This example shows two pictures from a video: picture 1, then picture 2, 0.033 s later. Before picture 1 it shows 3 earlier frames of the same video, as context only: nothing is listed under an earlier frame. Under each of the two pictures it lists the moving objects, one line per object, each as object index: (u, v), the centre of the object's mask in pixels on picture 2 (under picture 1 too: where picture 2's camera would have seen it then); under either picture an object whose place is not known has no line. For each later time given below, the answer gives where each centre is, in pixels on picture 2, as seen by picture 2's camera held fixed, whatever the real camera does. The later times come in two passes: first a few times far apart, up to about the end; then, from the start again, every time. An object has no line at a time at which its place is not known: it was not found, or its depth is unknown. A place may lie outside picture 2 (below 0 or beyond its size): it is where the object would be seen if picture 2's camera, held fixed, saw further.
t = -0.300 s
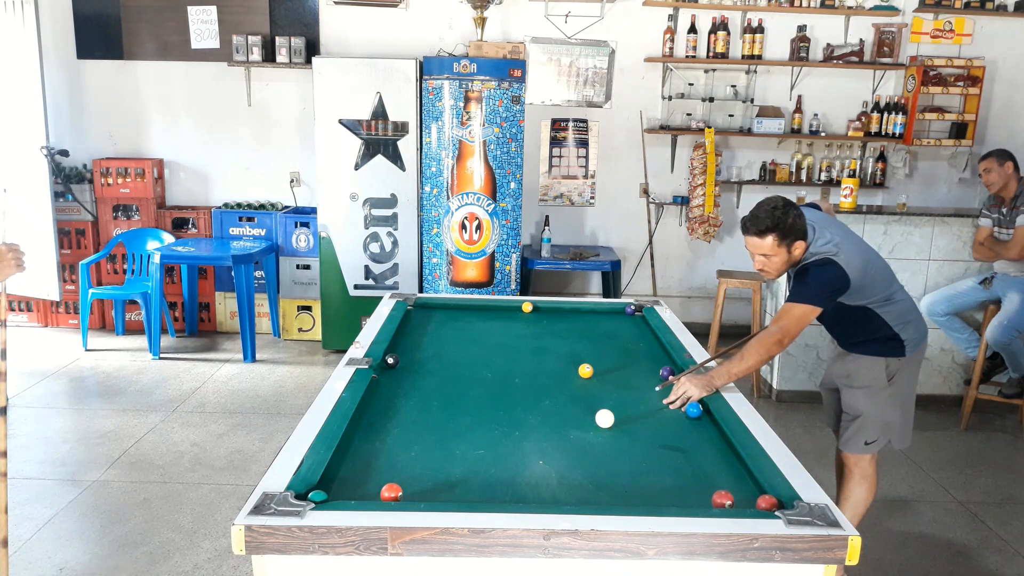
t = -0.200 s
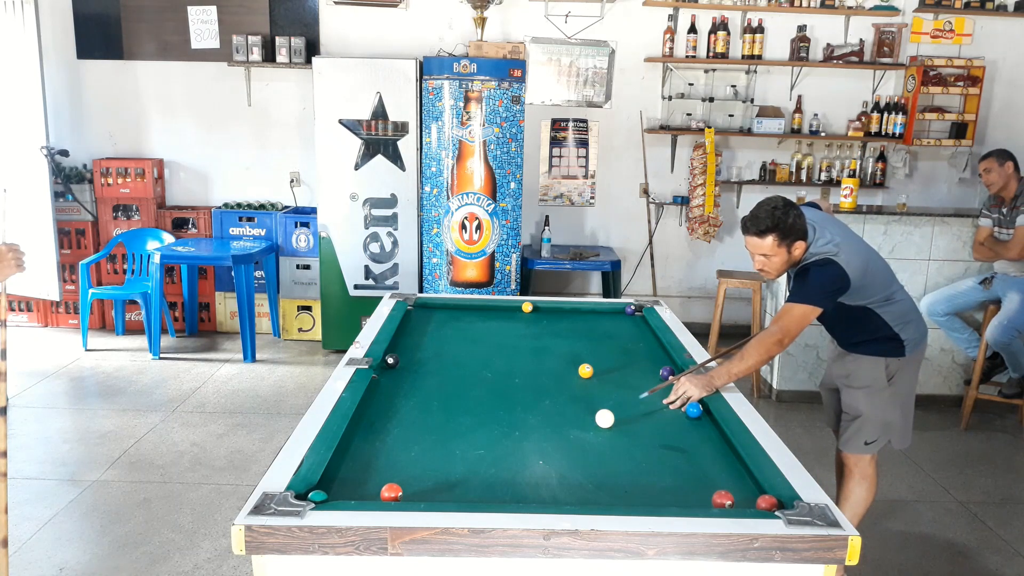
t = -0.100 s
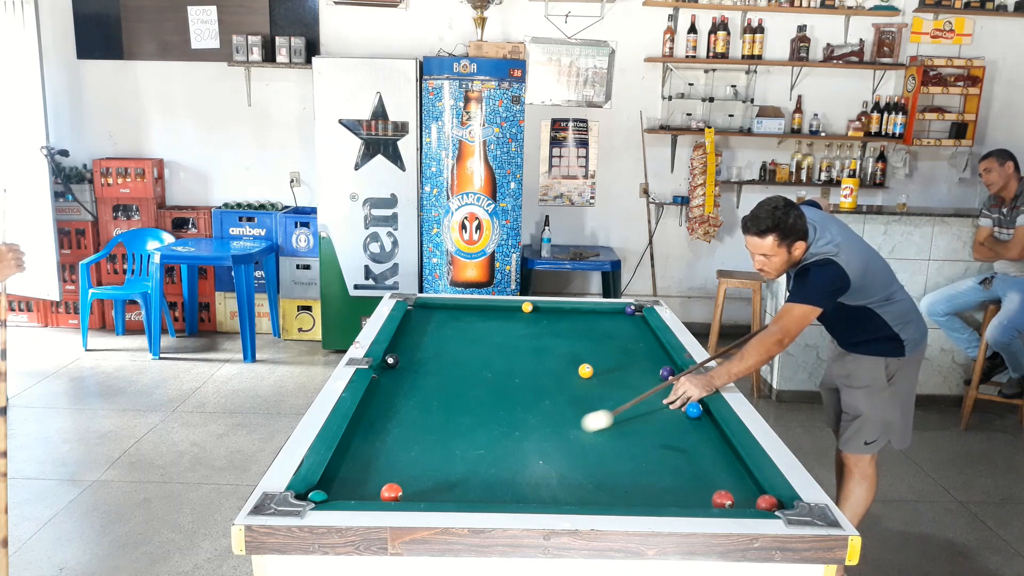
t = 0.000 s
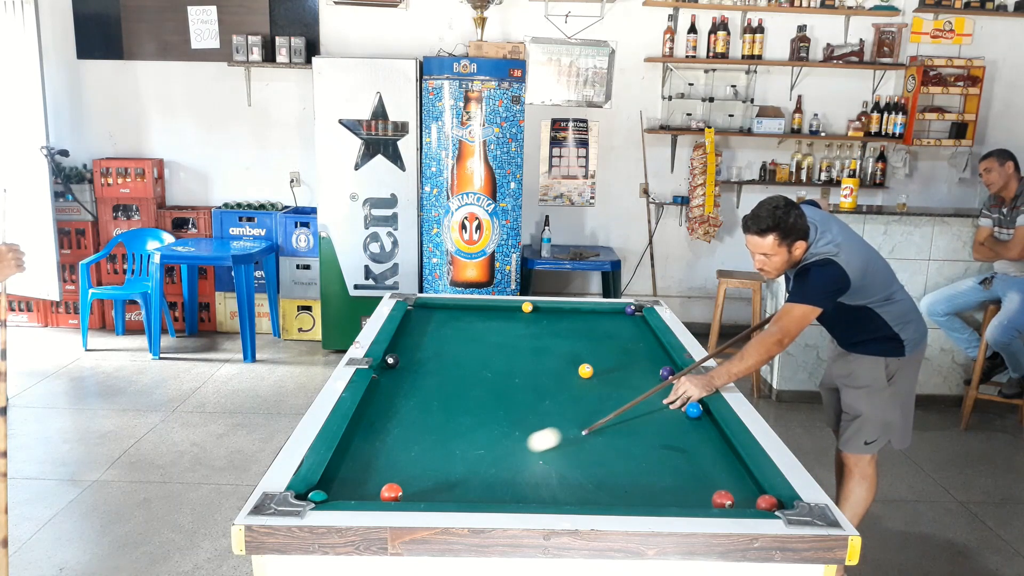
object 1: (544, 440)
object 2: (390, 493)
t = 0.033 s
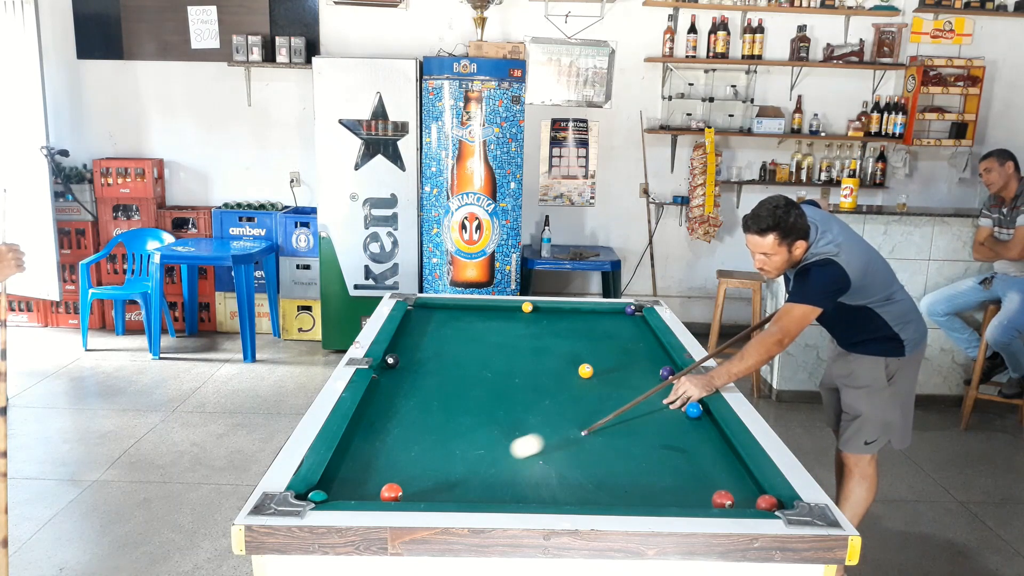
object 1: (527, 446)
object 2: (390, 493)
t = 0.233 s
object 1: (419, 483)
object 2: (391, 493)
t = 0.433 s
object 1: (385, 494)
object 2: (334, 482)
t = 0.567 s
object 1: (366, 493)
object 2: (352, 469)
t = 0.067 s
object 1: (510, 452)
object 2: (391, 493)
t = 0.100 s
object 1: (492, 458)
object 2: (391, 493)
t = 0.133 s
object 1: (475, 464)
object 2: (391, 493)
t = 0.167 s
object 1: (456, 471)
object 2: (391, 493)
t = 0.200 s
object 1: (437, 477)
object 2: (391, 493)
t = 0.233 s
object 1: (419, 483)
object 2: (391, 493)
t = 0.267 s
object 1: (409, 487)
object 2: (379, 494)
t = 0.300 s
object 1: (406, 489)
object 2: (362, 495)
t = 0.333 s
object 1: (403, 490)
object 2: (354, 492)
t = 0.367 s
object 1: (397, 491)
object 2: (347, 489)
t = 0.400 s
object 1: (392, 493)
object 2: (340, 486)
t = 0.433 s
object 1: (385, 494)
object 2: (334, 482)
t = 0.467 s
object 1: (379, 495)
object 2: (331, 478)
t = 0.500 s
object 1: (374, 495)
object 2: (338, 475)
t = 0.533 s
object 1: (370, 493)
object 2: (345, 472)
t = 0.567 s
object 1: (366, 493)
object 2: (352, 469)
